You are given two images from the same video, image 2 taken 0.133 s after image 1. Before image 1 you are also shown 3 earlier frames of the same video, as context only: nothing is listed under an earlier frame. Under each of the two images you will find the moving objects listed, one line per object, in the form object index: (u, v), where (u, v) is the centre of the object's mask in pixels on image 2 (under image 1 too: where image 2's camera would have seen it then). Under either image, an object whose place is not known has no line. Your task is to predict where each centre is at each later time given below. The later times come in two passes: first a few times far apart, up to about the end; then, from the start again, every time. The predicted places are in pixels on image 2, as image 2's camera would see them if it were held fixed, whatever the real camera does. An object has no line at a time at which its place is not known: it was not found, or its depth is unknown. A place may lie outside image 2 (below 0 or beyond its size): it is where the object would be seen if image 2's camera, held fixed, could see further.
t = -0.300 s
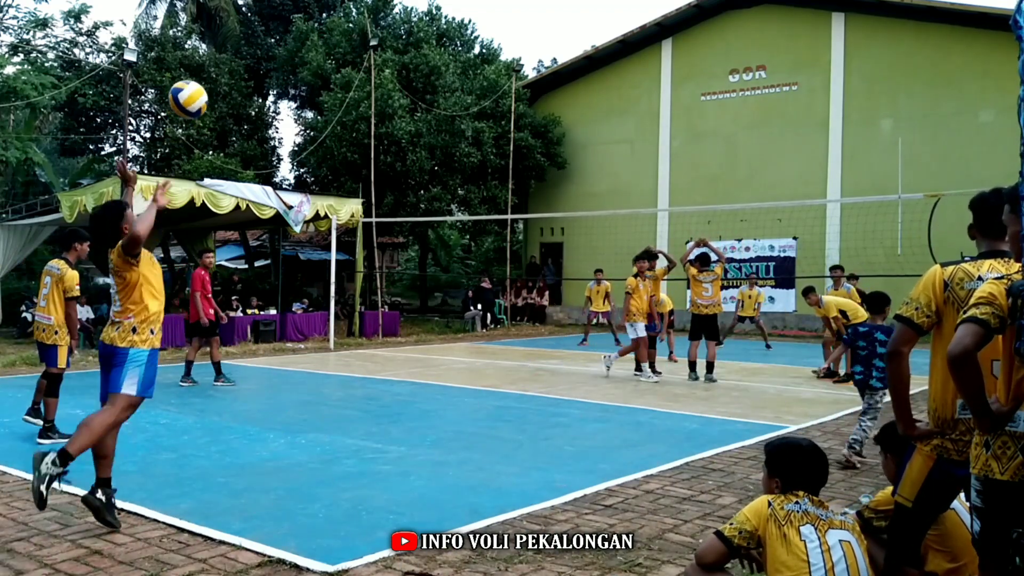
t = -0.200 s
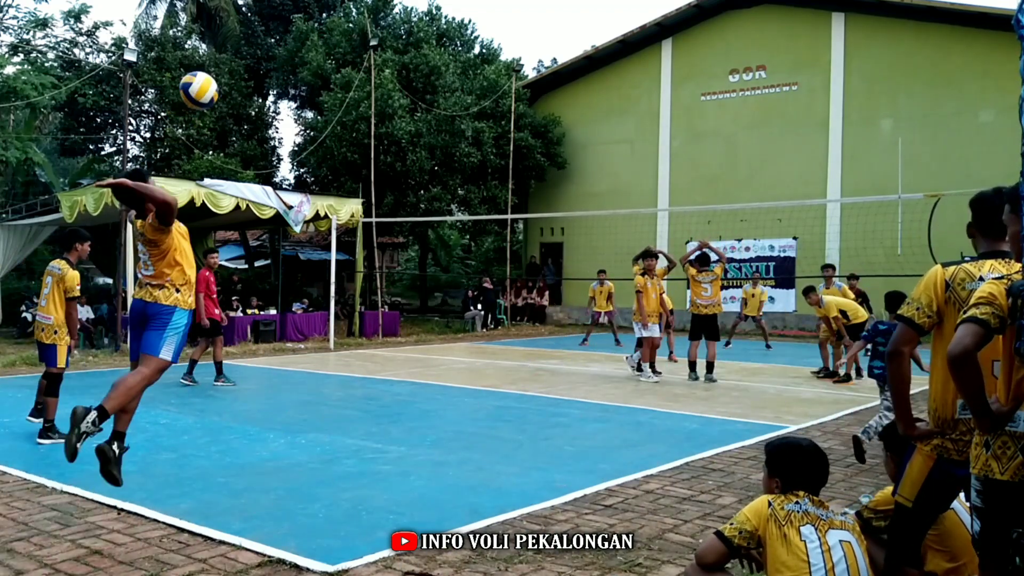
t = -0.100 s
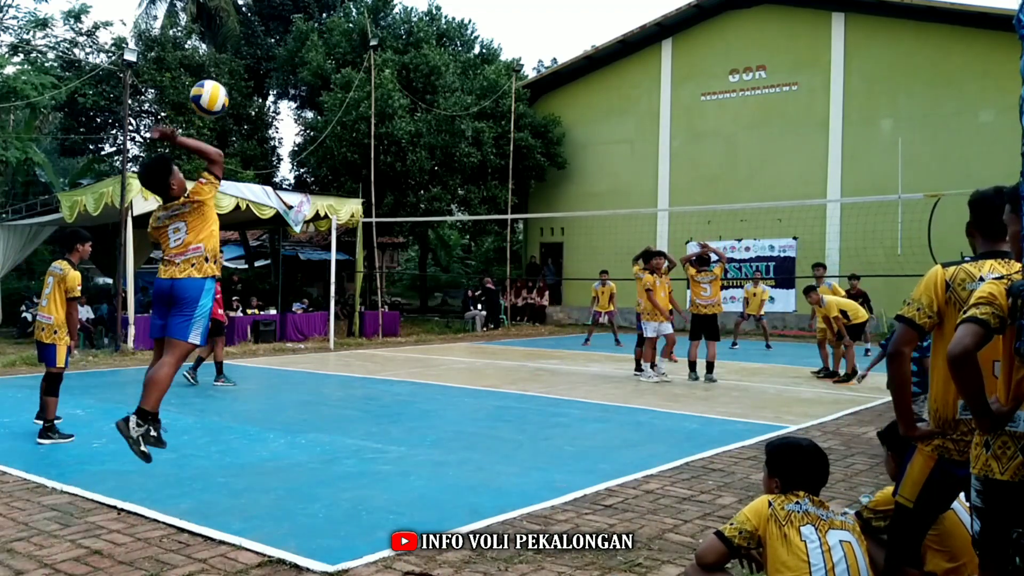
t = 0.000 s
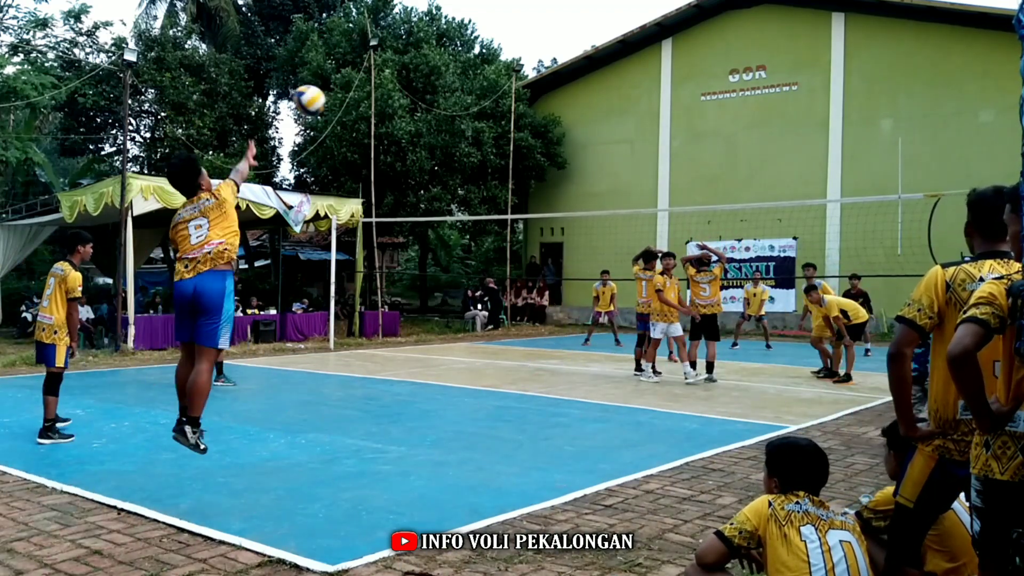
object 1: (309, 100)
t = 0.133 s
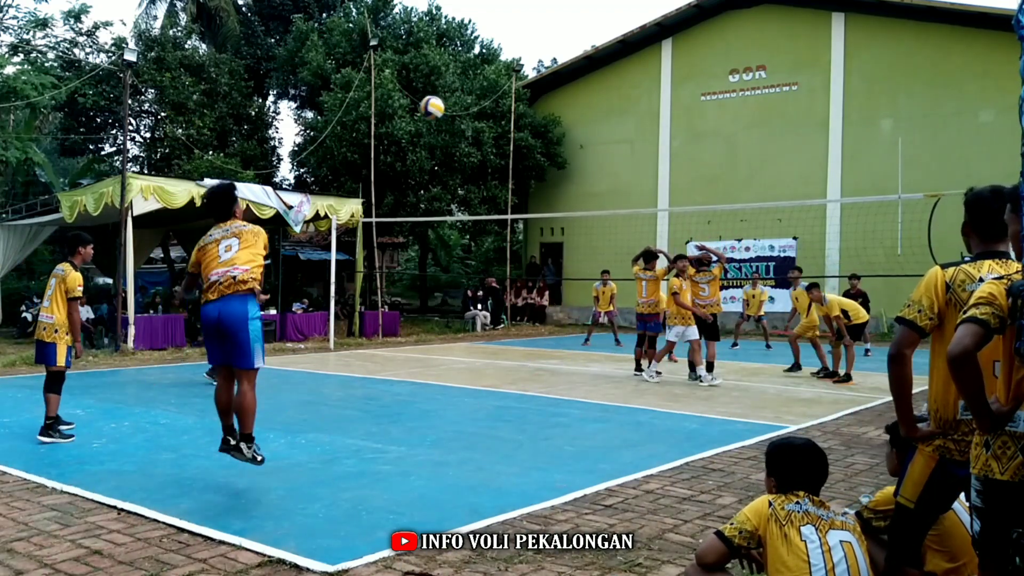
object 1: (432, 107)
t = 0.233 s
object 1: (491, 118)
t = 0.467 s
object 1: (583, 160)
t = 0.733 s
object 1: (647, 228)
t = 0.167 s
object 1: (454, 111)
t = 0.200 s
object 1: (473, 114)
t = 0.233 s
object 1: (491, 118)
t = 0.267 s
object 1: (507, 123)
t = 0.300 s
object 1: (522, 128)
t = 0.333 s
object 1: (536, 133)
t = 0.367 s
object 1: (548, 139)
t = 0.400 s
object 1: (560, 146)
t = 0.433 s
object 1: (572, 153)
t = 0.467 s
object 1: (583, 160)
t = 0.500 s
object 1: (592, 168)
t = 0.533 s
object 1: (602, 176)
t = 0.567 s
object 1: (611, 184)
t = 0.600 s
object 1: (619, 192)
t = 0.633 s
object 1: (627, 200)
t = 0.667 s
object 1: (634, 209)
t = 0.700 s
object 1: (641, 219)
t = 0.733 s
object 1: (647, 228)
